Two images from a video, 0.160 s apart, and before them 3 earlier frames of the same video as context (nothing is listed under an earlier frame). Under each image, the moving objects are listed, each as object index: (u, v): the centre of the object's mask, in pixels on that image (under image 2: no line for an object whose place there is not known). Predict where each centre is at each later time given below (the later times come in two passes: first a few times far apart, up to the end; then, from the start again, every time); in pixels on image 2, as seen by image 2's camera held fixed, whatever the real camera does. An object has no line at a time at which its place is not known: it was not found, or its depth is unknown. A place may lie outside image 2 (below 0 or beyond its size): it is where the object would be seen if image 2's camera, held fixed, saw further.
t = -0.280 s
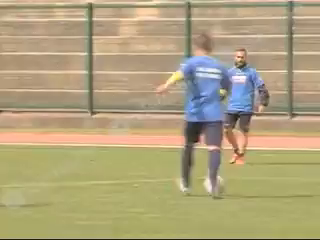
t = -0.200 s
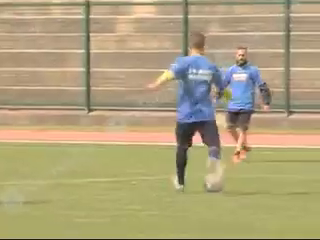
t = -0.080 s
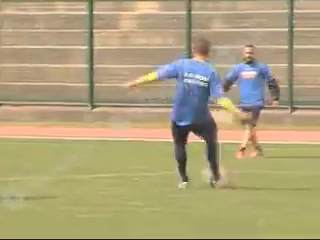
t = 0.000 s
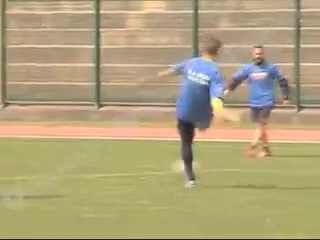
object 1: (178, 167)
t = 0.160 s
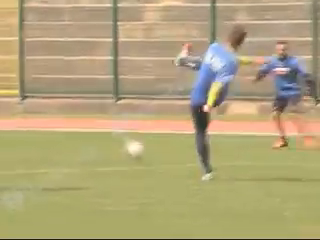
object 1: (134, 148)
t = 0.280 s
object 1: (93, 146)
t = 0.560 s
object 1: (22, 136)
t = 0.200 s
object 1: (120, 146)
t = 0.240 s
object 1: (106, 145)
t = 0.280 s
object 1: (93, 146)
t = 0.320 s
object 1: (81, 150)
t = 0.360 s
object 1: (70, 147)
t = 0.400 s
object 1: (59, 142)
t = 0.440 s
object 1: (47, 138)
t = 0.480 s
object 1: (38, 137)
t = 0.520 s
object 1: (32, 136)
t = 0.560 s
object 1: (22, 136)
